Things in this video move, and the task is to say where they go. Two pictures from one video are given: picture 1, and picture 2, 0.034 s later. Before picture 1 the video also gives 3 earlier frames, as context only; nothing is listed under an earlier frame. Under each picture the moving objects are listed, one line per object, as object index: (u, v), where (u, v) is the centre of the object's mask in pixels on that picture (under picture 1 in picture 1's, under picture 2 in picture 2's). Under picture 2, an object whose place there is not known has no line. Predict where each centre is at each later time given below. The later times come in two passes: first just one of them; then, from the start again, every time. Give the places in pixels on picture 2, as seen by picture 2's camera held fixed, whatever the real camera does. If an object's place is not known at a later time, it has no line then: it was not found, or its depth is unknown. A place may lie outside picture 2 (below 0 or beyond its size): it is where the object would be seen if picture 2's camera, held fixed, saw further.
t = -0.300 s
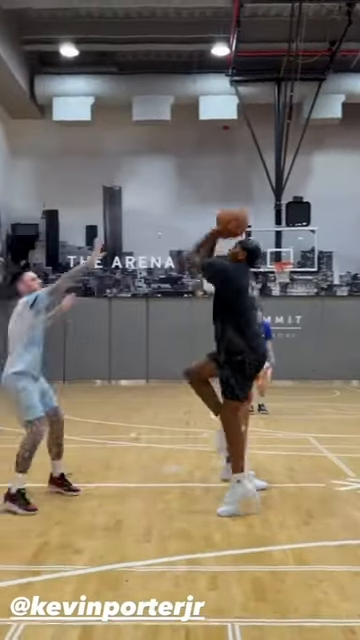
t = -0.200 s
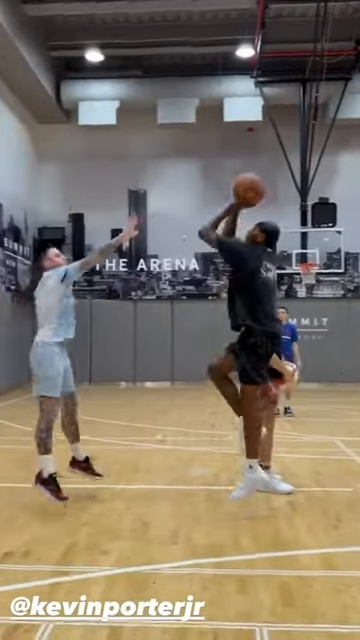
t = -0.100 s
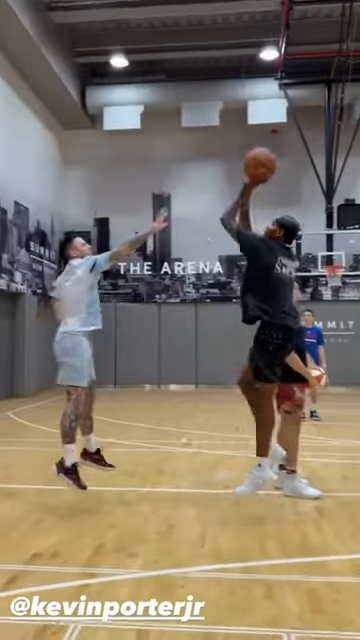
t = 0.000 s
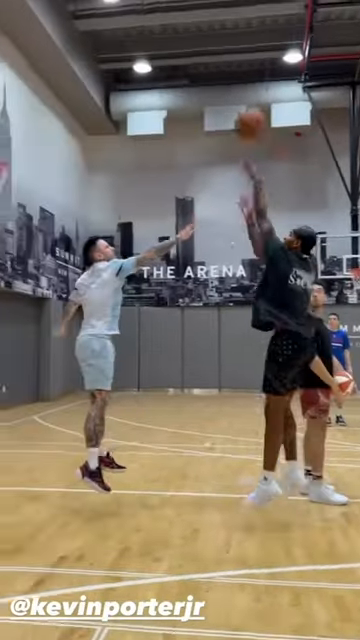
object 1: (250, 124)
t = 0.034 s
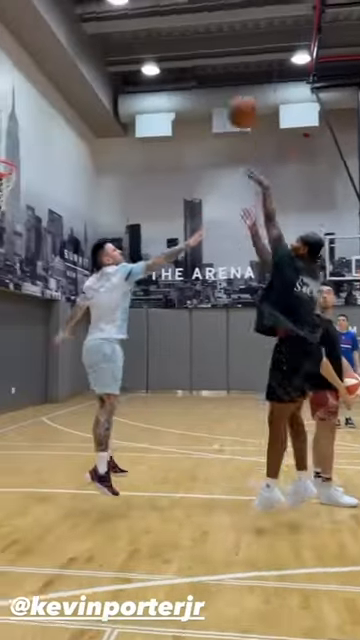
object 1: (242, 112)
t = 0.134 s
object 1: (202, 80)
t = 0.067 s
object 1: (229, 100)
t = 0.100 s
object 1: (214, 90)
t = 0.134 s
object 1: (202, 80)
